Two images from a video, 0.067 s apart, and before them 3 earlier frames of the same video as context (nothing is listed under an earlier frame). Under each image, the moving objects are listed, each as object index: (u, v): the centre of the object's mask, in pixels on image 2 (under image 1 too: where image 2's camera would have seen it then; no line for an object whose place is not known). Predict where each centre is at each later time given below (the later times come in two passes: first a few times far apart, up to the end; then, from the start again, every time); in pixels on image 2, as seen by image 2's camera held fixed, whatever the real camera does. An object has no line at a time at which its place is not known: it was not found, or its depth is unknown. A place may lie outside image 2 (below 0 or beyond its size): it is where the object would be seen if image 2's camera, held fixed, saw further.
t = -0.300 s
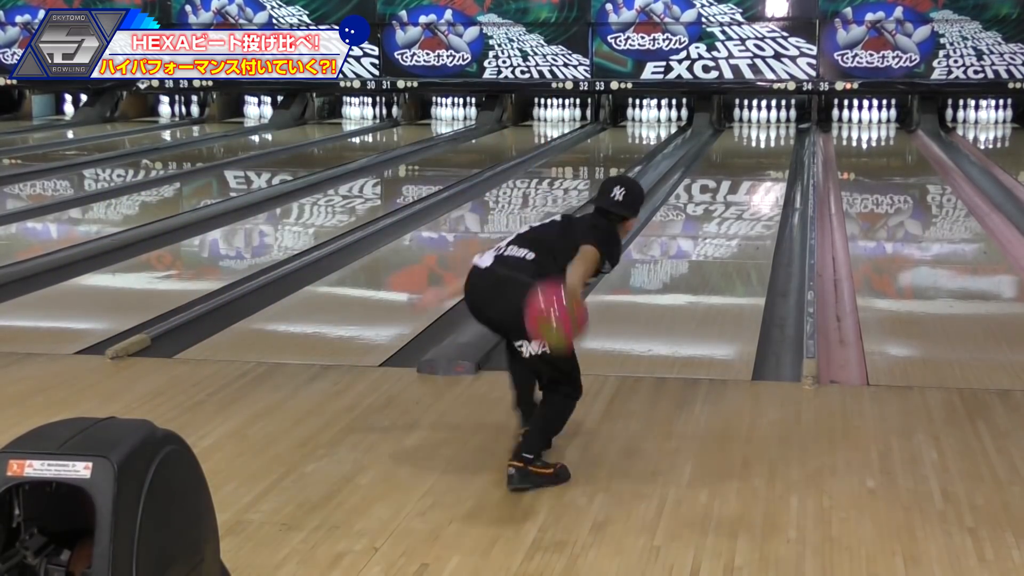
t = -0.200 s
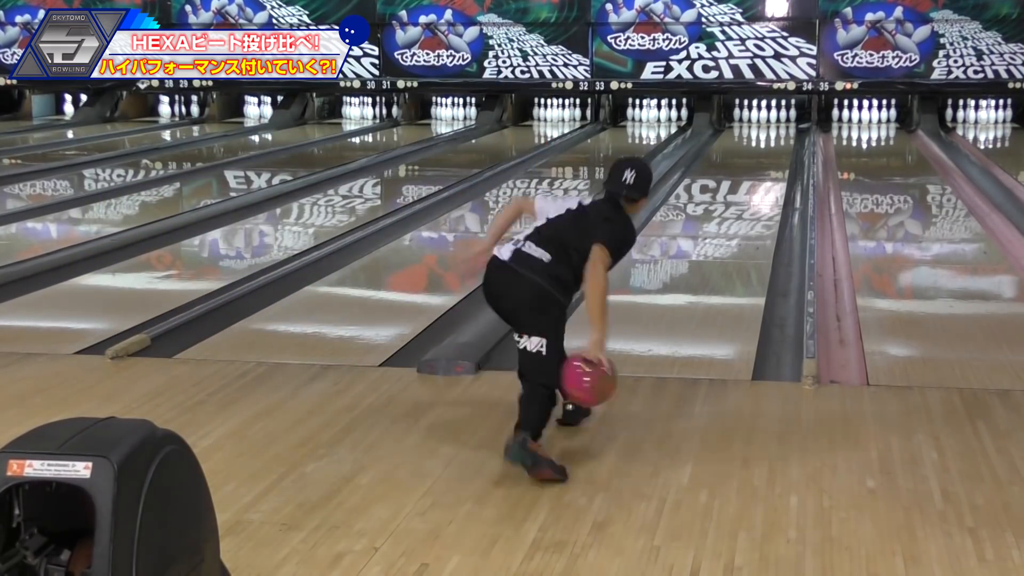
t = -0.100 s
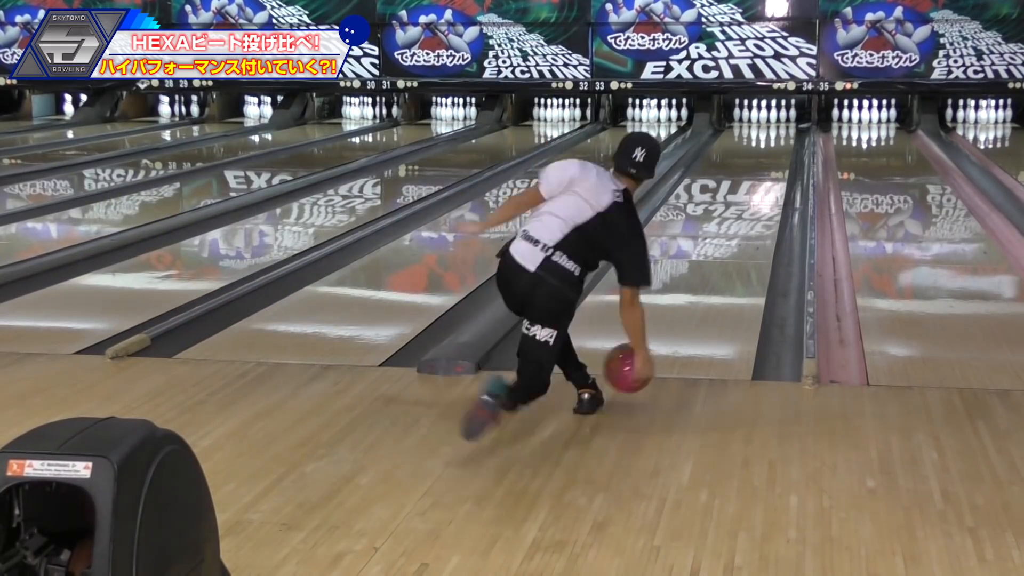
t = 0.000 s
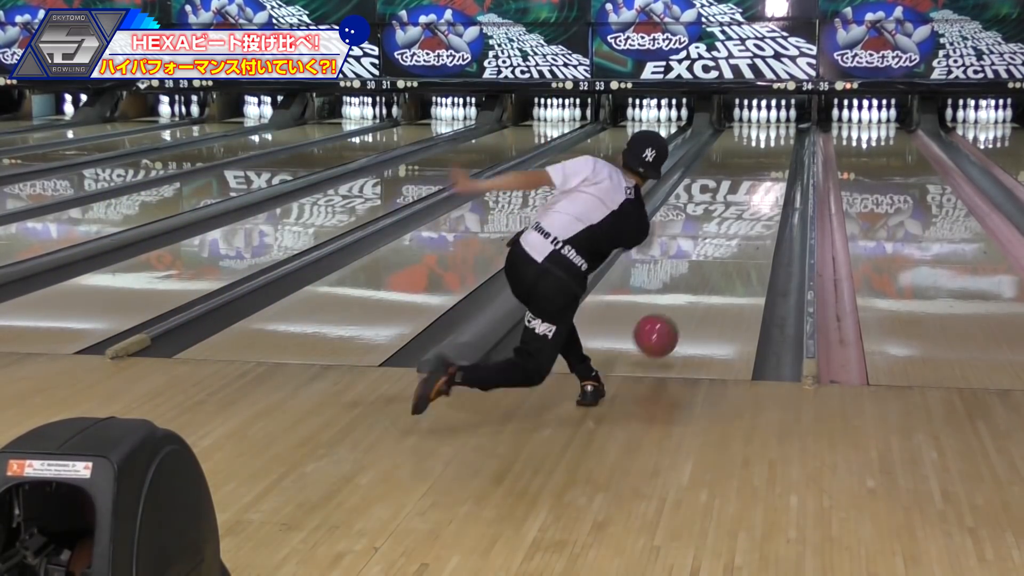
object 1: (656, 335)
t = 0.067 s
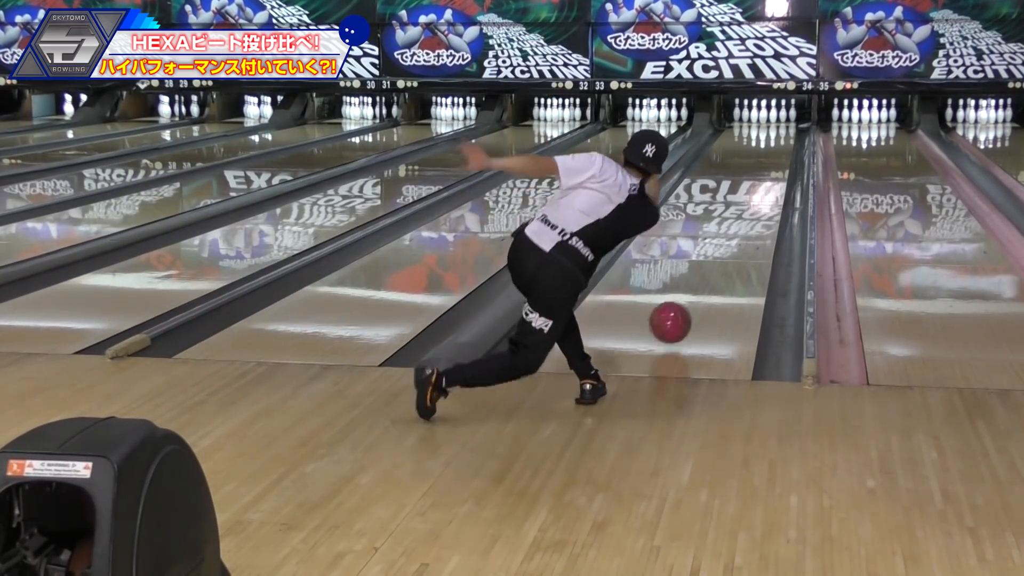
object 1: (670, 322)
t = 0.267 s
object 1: (704, 279)
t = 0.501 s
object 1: (731, 239)
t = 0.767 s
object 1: (753, 206)
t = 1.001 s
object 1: (765, 185)
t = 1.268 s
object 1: (776, 166)
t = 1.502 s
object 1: (781, 153)
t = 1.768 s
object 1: (784, 141)
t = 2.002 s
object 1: (783, 133)
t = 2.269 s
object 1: (777, 124)
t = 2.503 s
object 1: (771, 118)
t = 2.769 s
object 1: (776, 114)
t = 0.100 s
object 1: (677, 319)
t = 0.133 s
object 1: (683, 310)
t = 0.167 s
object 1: (689, 301)
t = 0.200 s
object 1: (694, 293)
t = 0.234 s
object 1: (699, 286)
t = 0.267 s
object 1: (704, 279)
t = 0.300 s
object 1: (709, 273)
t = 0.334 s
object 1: (713, 266)
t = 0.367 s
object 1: (717, 260)
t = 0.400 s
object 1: (721, 255)
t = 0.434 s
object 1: (725, 249)
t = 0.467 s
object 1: (728, 244)
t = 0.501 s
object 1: (731, 239)
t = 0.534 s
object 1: (735, 234)
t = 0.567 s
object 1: (737, 230)
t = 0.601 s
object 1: (740, 226)
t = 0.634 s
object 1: (743, 221)
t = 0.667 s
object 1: (745, 217)
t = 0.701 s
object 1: (748, 213)
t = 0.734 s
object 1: (750, 210)
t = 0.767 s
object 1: (753, 206)
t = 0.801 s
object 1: (754, 203)
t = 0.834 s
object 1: (756, 199)
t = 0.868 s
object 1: (758, 196)
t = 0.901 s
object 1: (760, 193)
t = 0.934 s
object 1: (762, 190)
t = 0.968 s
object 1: (763, 188)
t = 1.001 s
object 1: (765, 185)
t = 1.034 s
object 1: (767, 182)
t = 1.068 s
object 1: (768, 180)
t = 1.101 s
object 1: (770, 178)
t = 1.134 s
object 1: (770, 176)
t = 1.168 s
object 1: (772, 173)
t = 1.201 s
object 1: (773, 171)
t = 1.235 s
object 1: (775, 169)
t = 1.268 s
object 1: (776, 166)
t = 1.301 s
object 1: (776, 164)
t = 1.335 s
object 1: (777, 163)
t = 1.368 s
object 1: (778, 160)
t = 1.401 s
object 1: (778, 158)
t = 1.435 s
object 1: (779, 157)
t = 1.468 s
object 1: (780, 155)
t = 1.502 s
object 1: (781, 153)
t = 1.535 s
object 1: (781, 152)
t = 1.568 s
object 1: (782, 150)
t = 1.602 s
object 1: (782, 149)
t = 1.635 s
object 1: (783, 147)
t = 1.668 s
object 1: (784, 145)
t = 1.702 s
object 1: (784, 144)
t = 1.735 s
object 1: (784, 143)
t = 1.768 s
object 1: (784, 141)
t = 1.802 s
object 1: (784, 140)
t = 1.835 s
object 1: (784, 139)
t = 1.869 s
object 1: (784, 137)
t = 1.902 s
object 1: (784, 136)
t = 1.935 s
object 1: (784, 135)
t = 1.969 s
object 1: (783, 134)
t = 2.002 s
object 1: (783, 133)
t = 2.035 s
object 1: (783, 131)
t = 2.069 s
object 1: (782, 130)
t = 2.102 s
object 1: (781, 129)
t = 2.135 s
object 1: (781, 128)
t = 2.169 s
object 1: (780, 127)
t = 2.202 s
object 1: (779, 126)
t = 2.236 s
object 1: (778, 125)
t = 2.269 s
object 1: (777, 124)
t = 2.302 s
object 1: (776, 123)
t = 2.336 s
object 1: (775, 122)
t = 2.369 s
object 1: (774, 121)
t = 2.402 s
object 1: (773, 120)
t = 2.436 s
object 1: (771, 120)
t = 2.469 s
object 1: (770, 119)
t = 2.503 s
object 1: (771, 118)
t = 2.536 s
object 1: (771, 118)
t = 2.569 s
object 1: (771, 117)
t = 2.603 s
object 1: (770, 117)
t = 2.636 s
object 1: (772, 116)
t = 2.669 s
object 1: (773, 116)
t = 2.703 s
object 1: (775, 115)
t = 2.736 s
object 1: (775, 115)
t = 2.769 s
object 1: (776, 114)
